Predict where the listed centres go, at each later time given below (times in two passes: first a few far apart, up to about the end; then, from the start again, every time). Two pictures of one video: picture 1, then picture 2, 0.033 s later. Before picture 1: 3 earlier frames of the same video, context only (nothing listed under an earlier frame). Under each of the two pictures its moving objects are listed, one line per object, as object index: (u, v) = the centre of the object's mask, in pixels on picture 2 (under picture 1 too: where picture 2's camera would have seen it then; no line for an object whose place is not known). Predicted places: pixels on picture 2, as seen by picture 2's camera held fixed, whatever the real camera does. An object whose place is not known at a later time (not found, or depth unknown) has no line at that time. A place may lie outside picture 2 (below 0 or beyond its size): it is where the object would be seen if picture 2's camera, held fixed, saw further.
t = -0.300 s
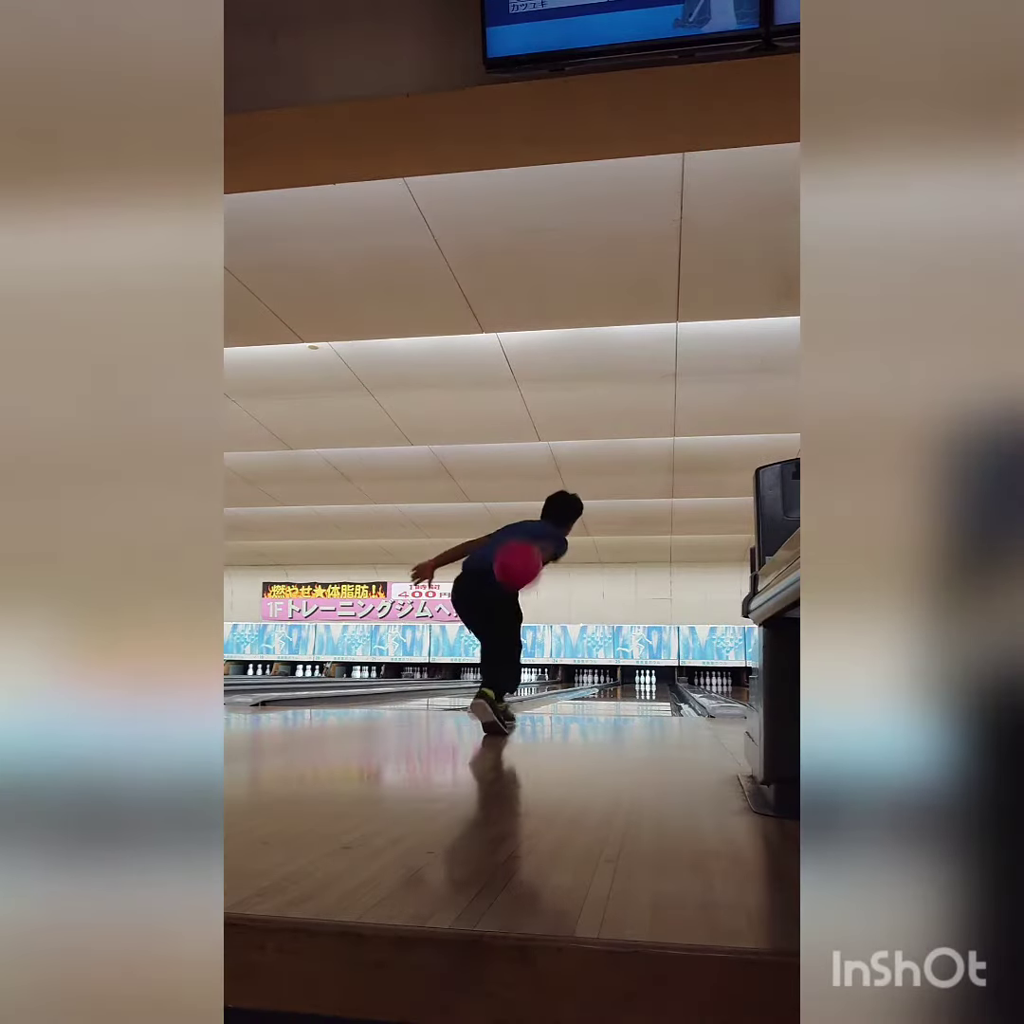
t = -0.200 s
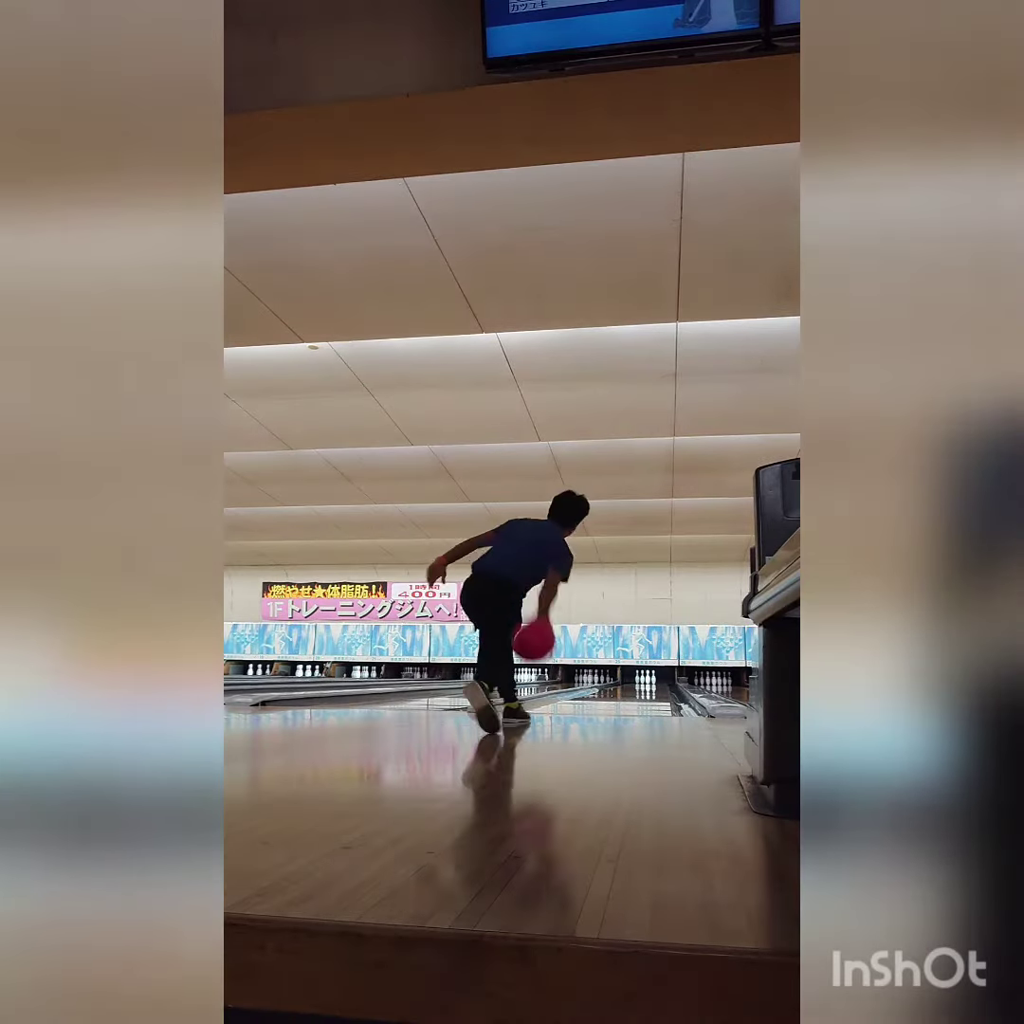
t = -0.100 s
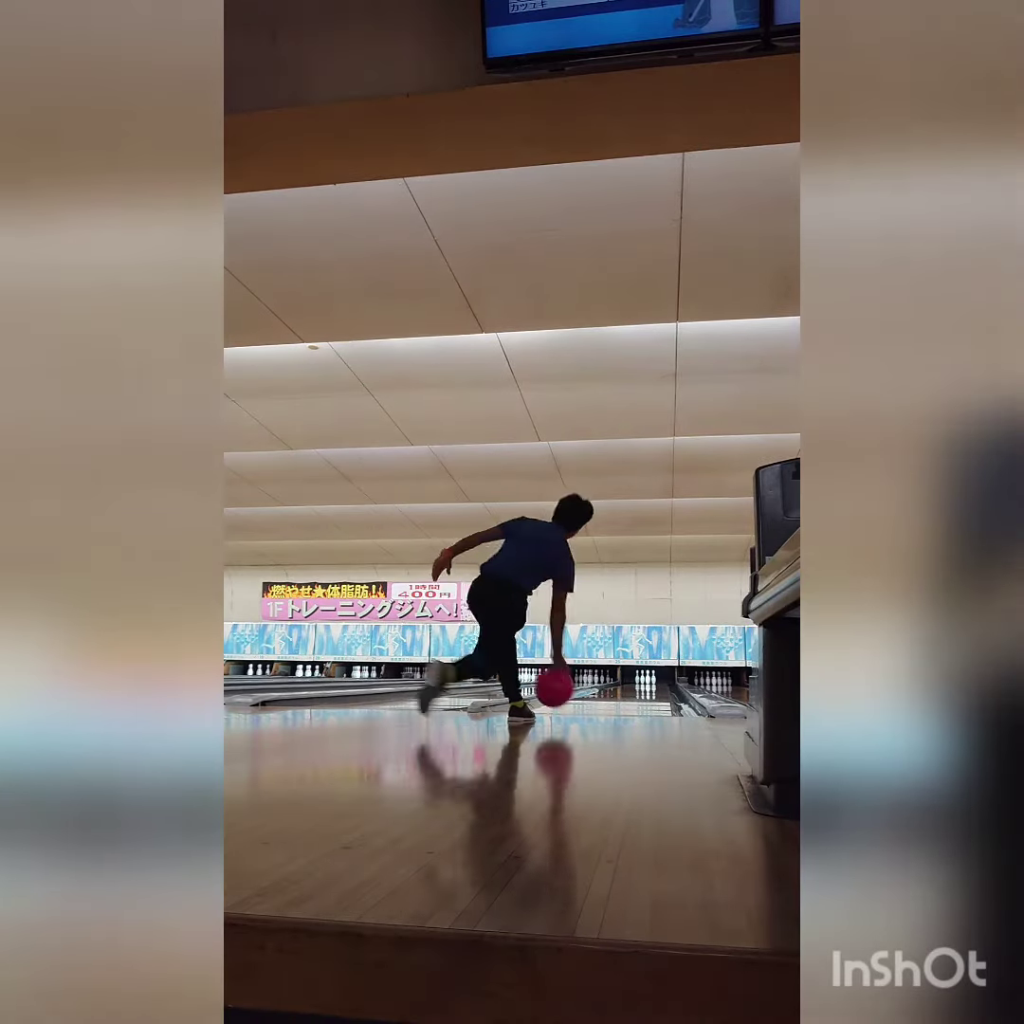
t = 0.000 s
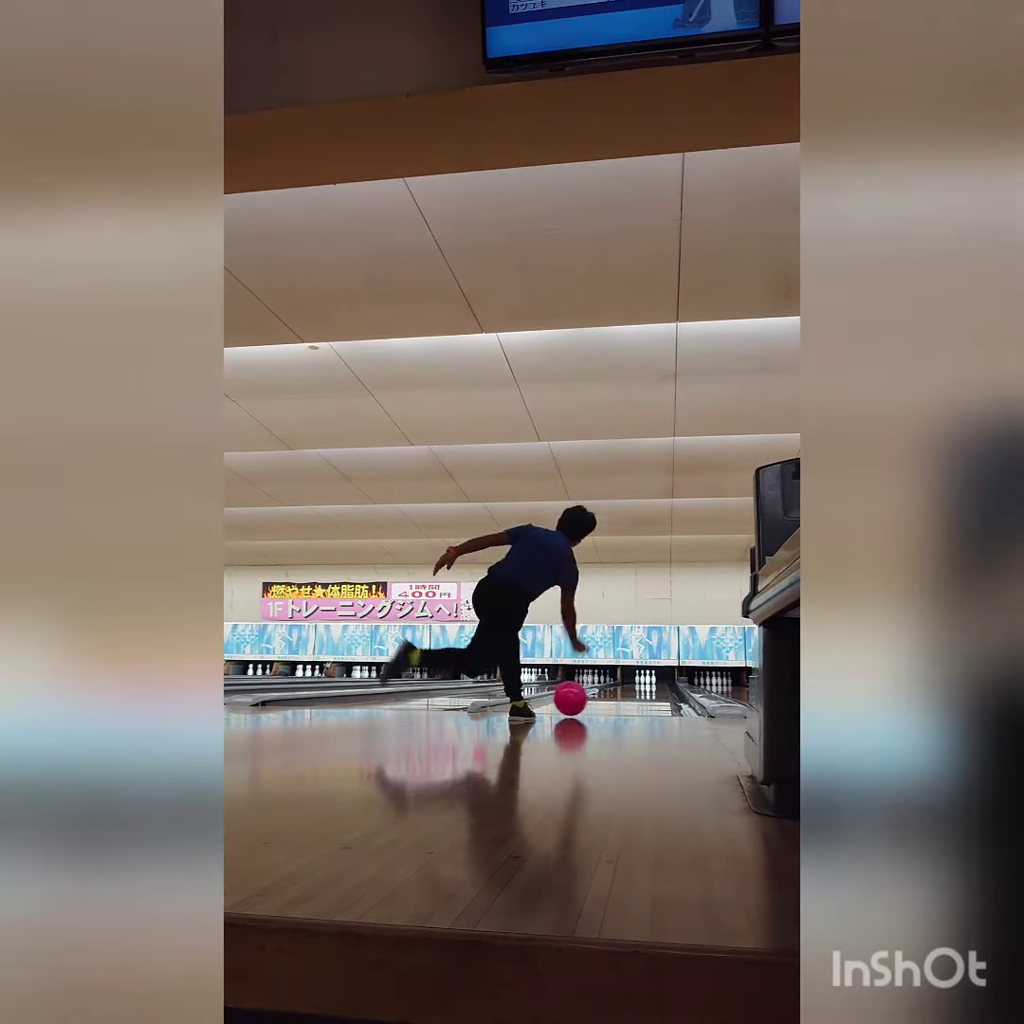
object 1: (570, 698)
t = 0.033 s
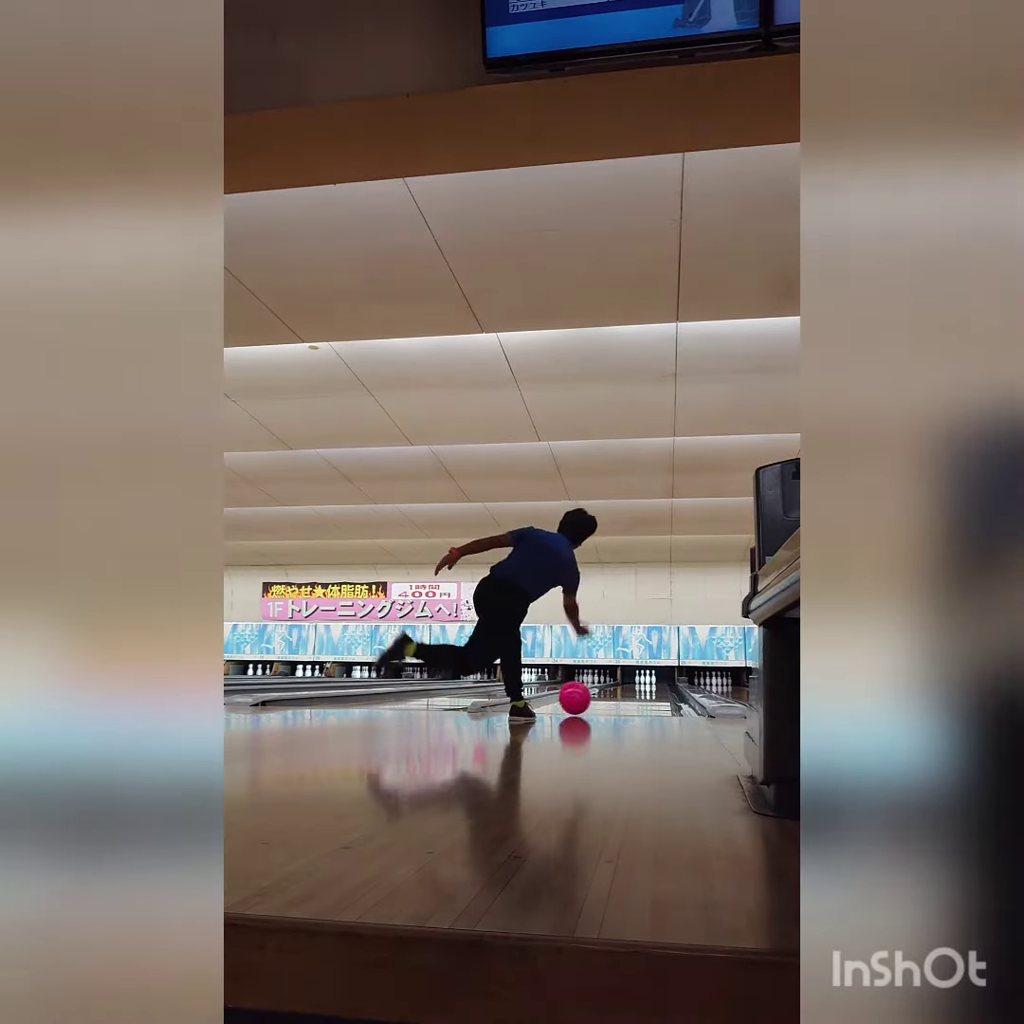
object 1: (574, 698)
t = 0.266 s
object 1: (597, 694)
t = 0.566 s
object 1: (614, 690)
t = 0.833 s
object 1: (624, 688)
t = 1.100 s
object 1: (630, 685)
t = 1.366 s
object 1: (635, 684)
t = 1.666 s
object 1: (639, 683)
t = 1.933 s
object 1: (642, 682)
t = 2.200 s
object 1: (645, 681)
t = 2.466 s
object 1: (647, 681)
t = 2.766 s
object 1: (648, 680)
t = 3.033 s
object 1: (647, 680)
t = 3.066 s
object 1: (647, 680)
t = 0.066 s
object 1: (578, 698)
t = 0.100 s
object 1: (582, 697)
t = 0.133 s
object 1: (585, 696)
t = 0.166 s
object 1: (589, 696)
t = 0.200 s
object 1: (592, 695)
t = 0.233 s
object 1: (595, 694)
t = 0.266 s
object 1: (597, 694)
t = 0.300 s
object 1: (600, 693)
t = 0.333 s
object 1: (602, 693)
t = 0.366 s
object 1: (604, 692)
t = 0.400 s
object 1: (606, 691)
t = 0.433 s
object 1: (607, 691)
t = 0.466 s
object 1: (610, 691)
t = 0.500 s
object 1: (611, 691)
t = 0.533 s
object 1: (613, 690)
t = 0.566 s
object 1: (614, 690)
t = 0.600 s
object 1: (615, 689)
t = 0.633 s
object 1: (617, 689)
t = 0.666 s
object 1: (618, 689)
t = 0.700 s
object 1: (619, 688)
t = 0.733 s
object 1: (621, 688)
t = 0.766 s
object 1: (621, 688)
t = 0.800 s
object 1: (623, 688)
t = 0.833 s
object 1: (624, 688)
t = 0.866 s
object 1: (625, 687)
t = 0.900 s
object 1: (626, 687)
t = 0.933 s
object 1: (627, 687)
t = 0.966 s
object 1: (628, 687)
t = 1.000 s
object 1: (628, 687)
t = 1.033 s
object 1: (629, 686)
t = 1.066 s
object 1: (630, 686)
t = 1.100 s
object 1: (630, 685)
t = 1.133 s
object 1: (631, 685)
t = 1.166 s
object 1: (631, 685)
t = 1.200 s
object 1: (632, 685)
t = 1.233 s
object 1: (632, 685)
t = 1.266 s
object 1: (633, 685)
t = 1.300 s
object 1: (634, 685)
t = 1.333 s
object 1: (634, 684)
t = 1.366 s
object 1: (635, 684)
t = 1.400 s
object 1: (635, 684)
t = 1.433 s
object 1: (636, 684)
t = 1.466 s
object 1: (636, 683)
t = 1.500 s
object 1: (637, 683)
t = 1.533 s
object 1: (637, 683)
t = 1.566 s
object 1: (638, 683)
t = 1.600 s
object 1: (638, 683)
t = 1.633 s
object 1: (639, 683)
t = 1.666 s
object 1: (639, 683)
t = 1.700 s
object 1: (640, 683)
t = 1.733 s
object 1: (640, 683)
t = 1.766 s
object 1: (641, 683)
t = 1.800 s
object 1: (641, 683)
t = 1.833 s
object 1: (641, 682)
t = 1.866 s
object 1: (642, 682)
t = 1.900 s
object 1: (642, 682)
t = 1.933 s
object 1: (642, 682)
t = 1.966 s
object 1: (642, 682)
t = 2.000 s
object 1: (643, 682)
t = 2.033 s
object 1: (643, 682)
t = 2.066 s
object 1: (644, 682)
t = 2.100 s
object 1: (644, 682)
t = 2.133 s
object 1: (644, 682)
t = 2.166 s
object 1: (644, 682)
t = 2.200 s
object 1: (645, 681)
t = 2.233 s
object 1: (645, 681)
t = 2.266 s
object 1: (646, 681)
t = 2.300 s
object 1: (646, 681)
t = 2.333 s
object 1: (646, 681)
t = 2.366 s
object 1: (646, 681)
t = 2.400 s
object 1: (646, 681)
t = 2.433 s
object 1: (647, 681)
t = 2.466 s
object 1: (647, 681)
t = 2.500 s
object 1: (647, 681)
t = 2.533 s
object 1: (647, 681)
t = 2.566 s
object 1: (647, 681)
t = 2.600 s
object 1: (647, 681)
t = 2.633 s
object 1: (647, 681)
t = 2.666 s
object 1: (647, 681)
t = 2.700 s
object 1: (647, 681)
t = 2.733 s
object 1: (648, 681)
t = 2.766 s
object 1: (648, 680)
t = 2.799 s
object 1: (648, 681)
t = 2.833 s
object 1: (648, 680)
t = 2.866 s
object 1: (648, 680)
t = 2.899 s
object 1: (648, 680)
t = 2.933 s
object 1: (648, 680)
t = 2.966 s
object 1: (648, 680)
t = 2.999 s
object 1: (648, 680)
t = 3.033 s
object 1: (647, 680)
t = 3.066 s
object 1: (647, 680)
